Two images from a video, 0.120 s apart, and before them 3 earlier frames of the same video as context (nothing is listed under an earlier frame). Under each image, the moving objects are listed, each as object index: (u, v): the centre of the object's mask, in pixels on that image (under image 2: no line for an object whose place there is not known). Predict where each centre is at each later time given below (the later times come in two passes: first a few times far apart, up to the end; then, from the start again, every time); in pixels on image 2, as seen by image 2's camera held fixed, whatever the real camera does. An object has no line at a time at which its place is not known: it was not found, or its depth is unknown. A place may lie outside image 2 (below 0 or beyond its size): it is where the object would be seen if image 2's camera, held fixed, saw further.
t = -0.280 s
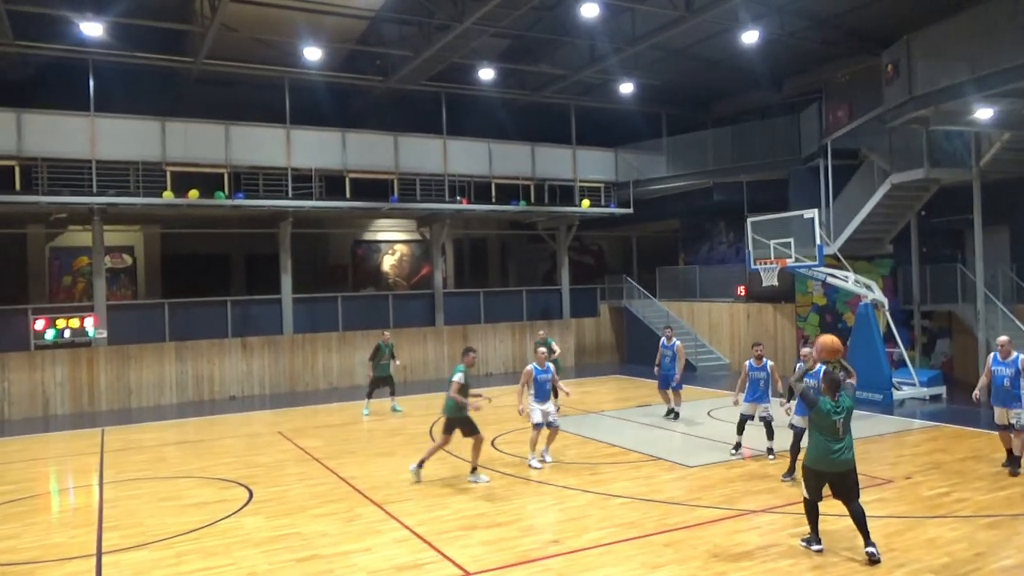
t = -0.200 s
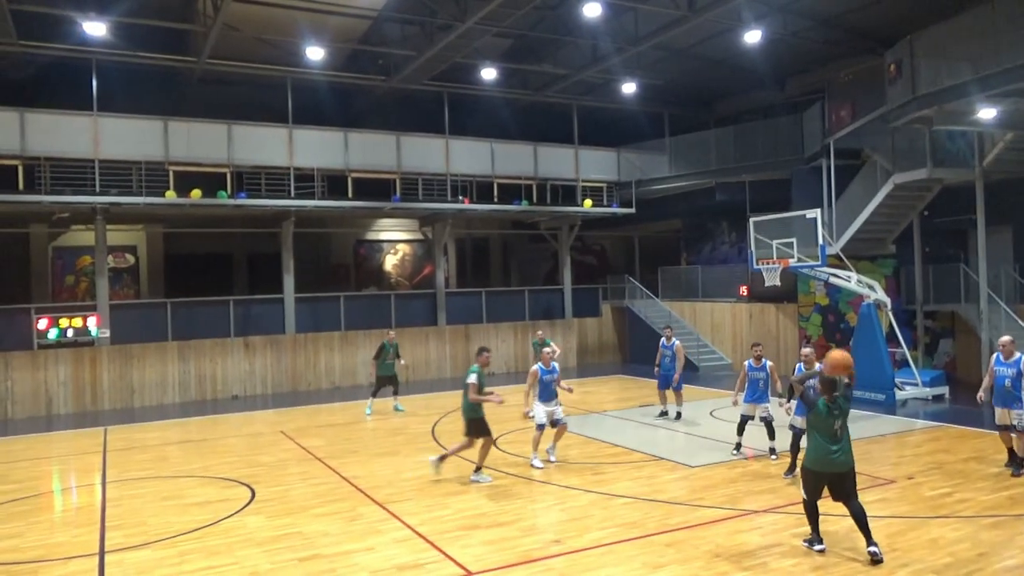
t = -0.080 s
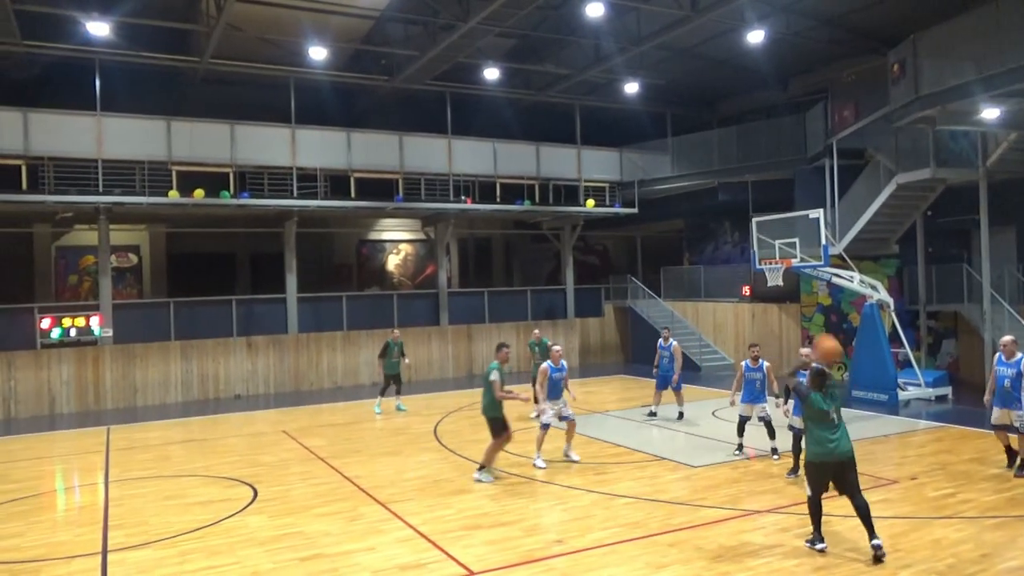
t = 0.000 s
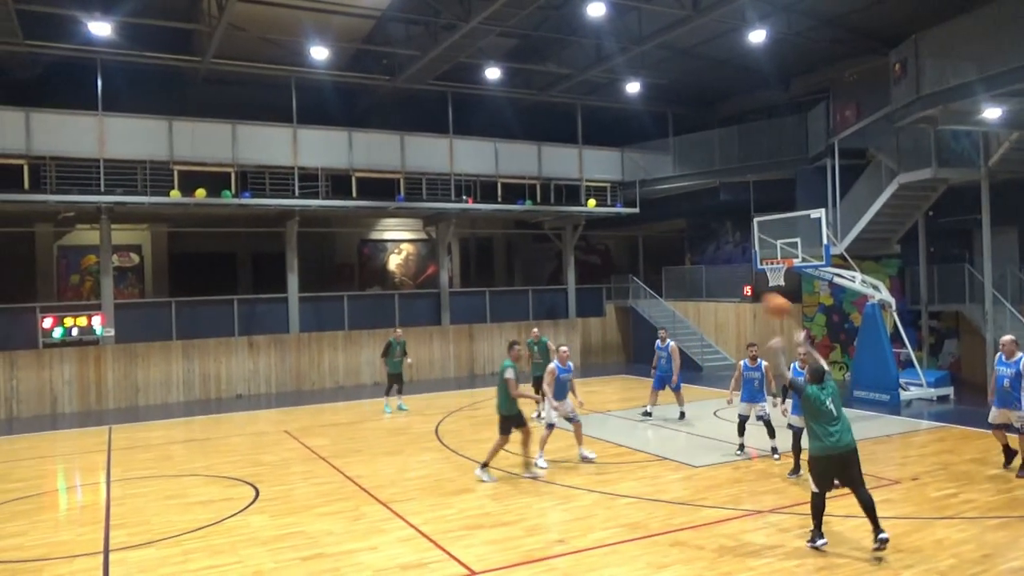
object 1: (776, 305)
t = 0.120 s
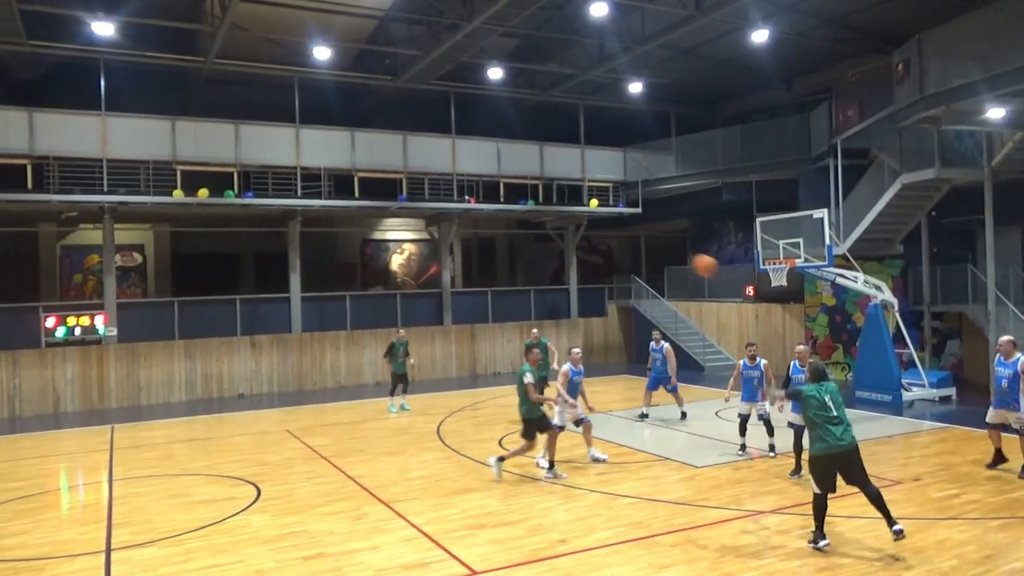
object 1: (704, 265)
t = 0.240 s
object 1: (647, 244)
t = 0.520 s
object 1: (554, 241)
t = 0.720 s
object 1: (510, 263)
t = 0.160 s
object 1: (684, 256)
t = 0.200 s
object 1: (665, 249)
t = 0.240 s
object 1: (647, 244)
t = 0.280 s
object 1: (630, 240)
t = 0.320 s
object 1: (615, 237)
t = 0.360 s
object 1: (601, 236)
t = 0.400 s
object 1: (588, 235)
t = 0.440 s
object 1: (576, 236)
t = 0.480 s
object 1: (565, 238)
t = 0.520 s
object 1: (554, 241)
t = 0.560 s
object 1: (544, 244)
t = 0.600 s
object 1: (534, 248)
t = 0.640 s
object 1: (526, 253)
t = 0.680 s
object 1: (517, 258)
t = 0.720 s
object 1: (510, 263)
